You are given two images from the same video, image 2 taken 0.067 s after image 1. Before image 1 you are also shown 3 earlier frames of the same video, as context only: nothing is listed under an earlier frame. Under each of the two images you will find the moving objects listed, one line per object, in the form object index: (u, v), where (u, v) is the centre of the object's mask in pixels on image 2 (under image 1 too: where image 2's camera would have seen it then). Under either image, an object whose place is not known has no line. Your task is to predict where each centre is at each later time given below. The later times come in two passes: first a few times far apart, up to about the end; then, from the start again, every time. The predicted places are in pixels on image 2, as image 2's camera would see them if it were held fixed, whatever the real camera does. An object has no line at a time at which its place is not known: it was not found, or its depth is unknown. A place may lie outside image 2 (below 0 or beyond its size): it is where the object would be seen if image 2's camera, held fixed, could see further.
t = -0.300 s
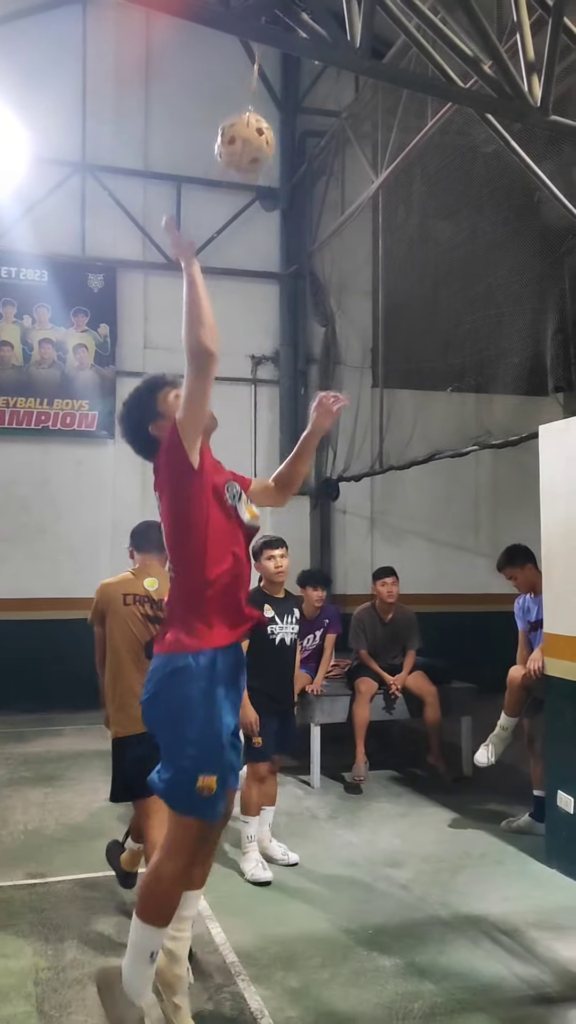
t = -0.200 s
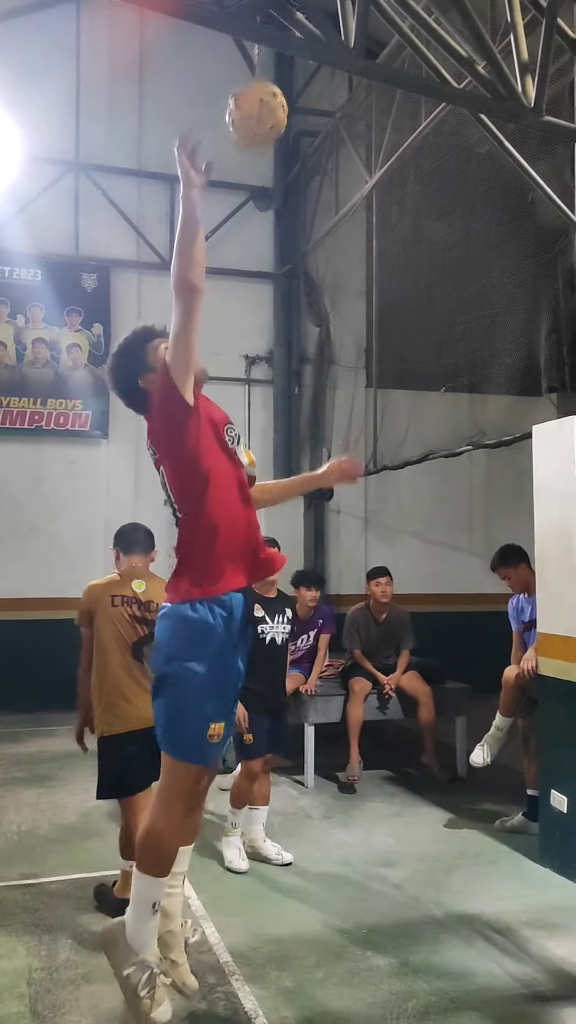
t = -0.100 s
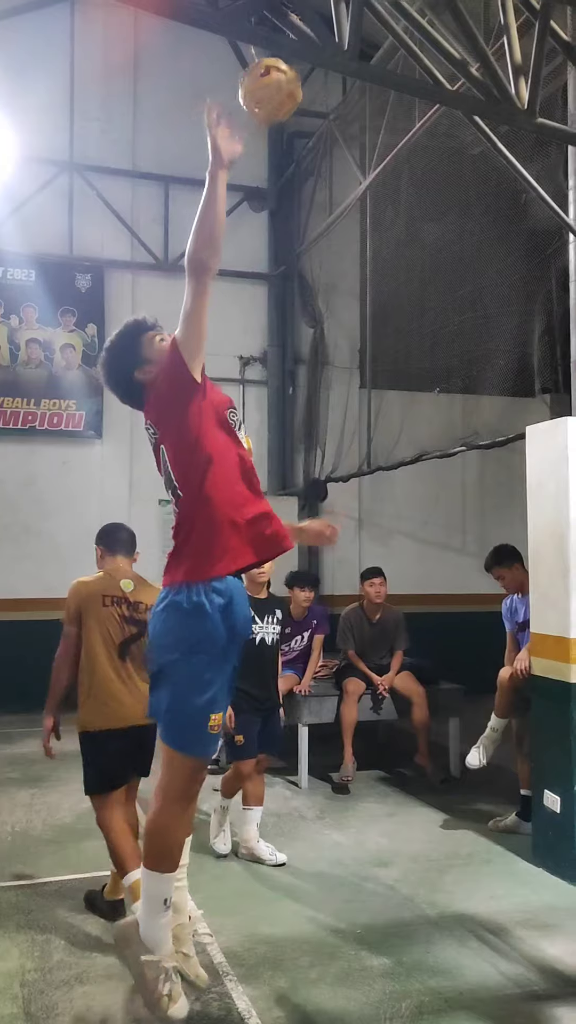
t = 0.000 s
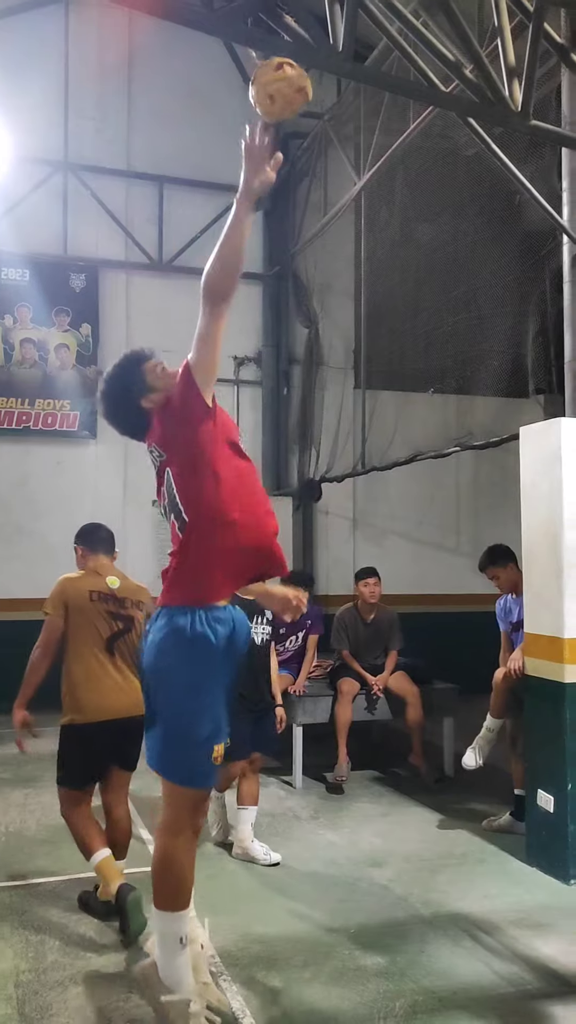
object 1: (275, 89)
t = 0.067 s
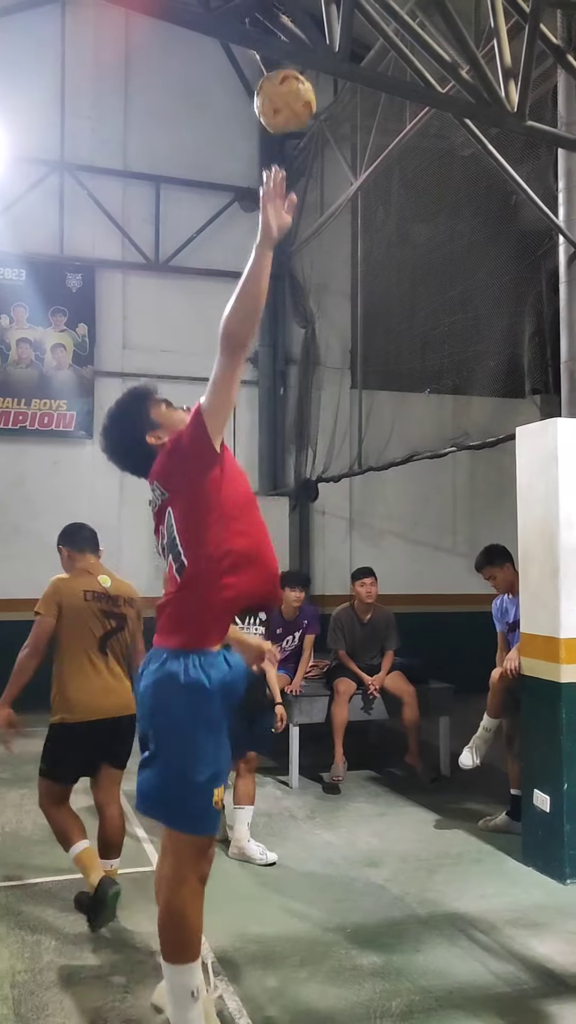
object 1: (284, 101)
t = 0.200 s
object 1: (284, 140)
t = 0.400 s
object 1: (250, 175)
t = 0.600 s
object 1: (216, 171)
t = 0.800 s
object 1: (204, 168)
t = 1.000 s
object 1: (237, 146)
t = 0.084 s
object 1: (286, 106)
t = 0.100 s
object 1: (287, 111)
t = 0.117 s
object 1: (287, 116)
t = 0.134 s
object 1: (288, 121)
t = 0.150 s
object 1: (288, 126)
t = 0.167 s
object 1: (287, 130)
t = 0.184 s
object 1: (286, 136)
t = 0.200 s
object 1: (284, 140)
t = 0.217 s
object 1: (282, 145)
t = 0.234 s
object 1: (281, 150)
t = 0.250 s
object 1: (278, 155)
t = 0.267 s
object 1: (276, 159)
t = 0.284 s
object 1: (273, 163)
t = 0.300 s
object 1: (270, 166)
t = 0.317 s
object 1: (267, 169)
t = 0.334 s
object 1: (264, 171)
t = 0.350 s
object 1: (260, 173)
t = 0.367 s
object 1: (257, 174)
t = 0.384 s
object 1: (253, 175)
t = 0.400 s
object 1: (250, 175)
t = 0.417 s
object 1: (246, 176)
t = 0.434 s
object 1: (243, 176)
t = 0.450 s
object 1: (240, 176)
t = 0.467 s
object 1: (236, 176)
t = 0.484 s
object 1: (232, 176)
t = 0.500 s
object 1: (229, 175)
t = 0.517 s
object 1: (228, 174)
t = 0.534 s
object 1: (226, 173)
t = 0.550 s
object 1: (223, 173)
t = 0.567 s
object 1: (221, 172)
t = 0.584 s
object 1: (218, 172)
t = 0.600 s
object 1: (216, 171)
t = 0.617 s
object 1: (215, 171)
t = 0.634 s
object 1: (213, 171)
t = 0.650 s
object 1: (212, 170)
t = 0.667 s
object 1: (210, 170)
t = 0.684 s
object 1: (207, 169)
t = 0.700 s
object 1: (206, 168)
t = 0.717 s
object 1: (205, 168)
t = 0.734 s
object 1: (204, 168)
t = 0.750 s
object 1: (203, 168)
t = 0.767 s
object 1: (203, 168)
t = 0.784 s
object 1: (203, 169)
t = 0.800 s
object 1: (204, 168)
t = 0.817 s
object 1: (205, 167)
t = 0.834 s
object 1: (206, 166)
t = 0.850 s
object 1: (208, 166)
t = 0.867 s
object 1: (210, 165)
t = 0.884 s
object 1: (211, 165)
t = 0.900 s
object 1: (213, 163)
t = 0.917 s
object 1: (215, 161)
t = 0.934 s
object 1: (221, 158)
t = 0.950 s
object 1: (225, 156)
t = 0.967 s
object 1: (229, 153)
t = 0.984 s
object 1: (233, 149)
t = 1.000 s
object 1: (237, 146)
